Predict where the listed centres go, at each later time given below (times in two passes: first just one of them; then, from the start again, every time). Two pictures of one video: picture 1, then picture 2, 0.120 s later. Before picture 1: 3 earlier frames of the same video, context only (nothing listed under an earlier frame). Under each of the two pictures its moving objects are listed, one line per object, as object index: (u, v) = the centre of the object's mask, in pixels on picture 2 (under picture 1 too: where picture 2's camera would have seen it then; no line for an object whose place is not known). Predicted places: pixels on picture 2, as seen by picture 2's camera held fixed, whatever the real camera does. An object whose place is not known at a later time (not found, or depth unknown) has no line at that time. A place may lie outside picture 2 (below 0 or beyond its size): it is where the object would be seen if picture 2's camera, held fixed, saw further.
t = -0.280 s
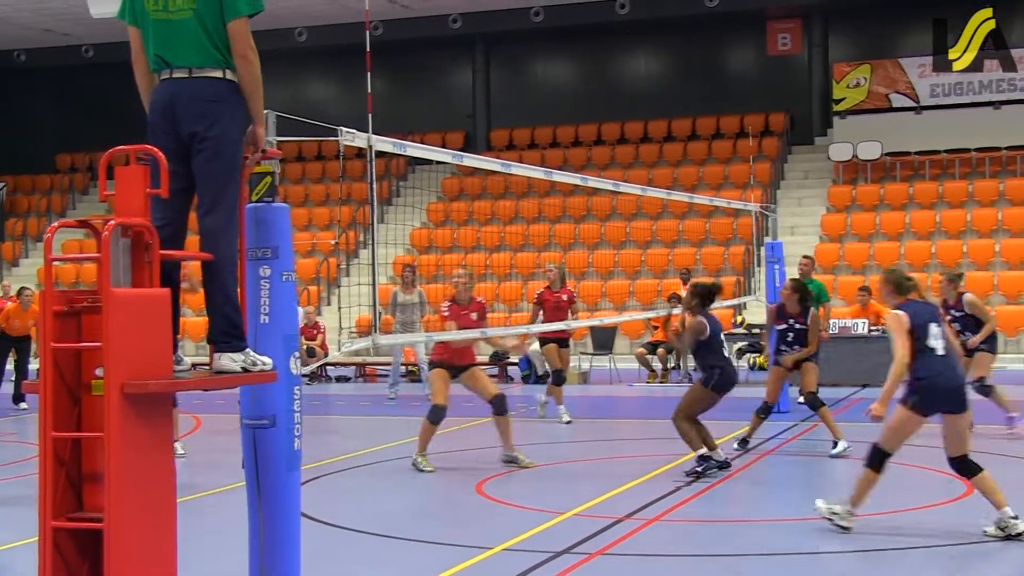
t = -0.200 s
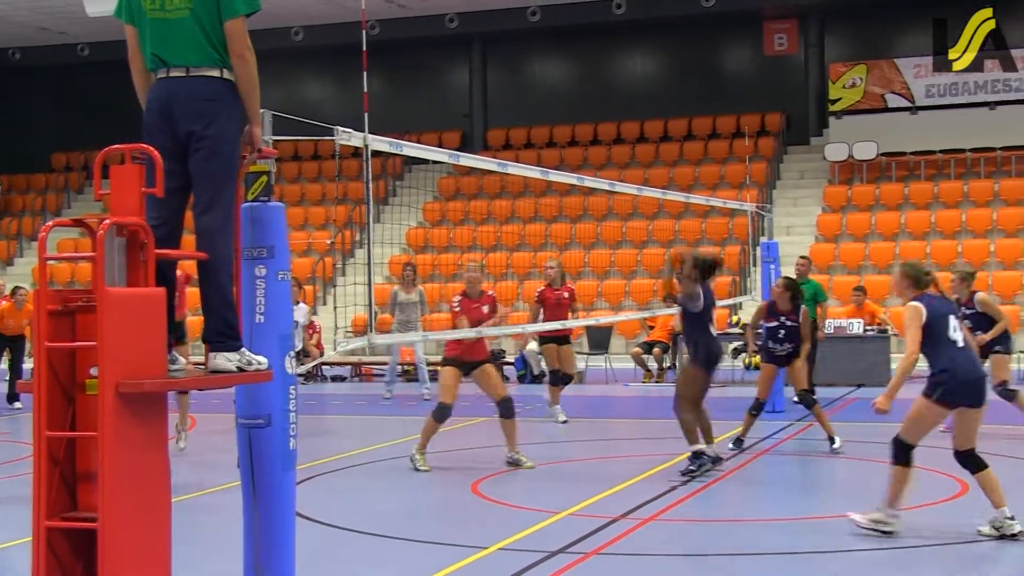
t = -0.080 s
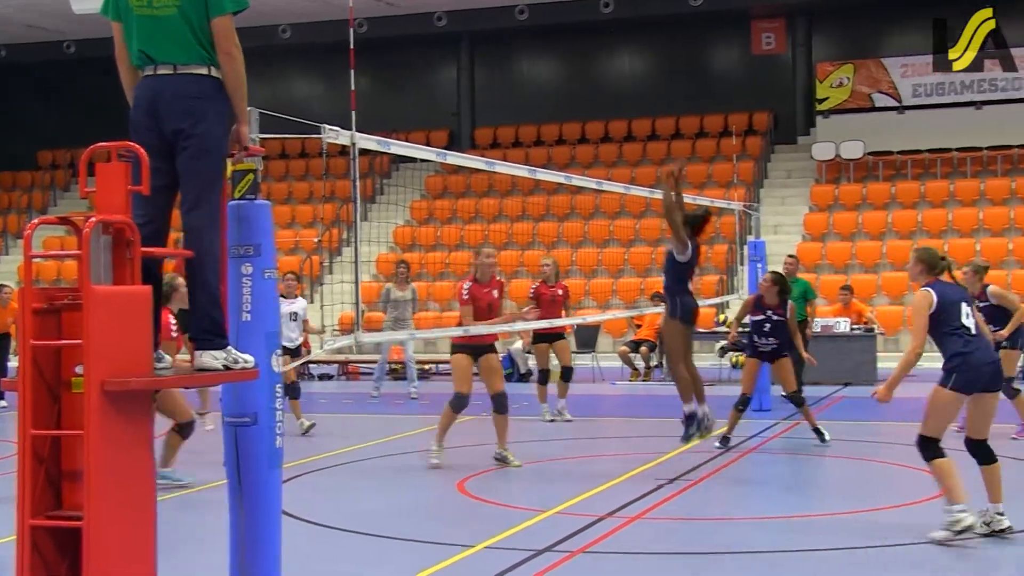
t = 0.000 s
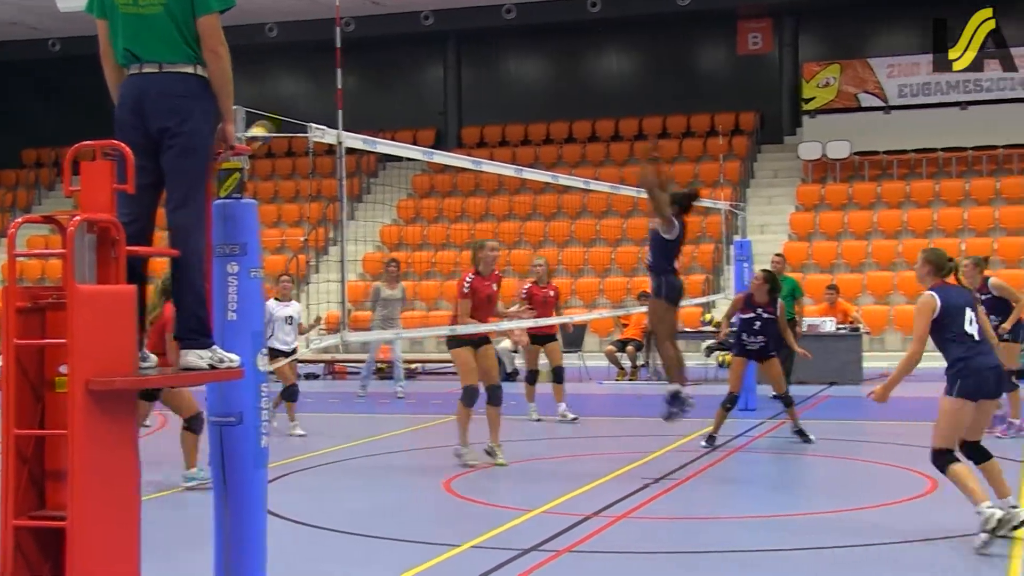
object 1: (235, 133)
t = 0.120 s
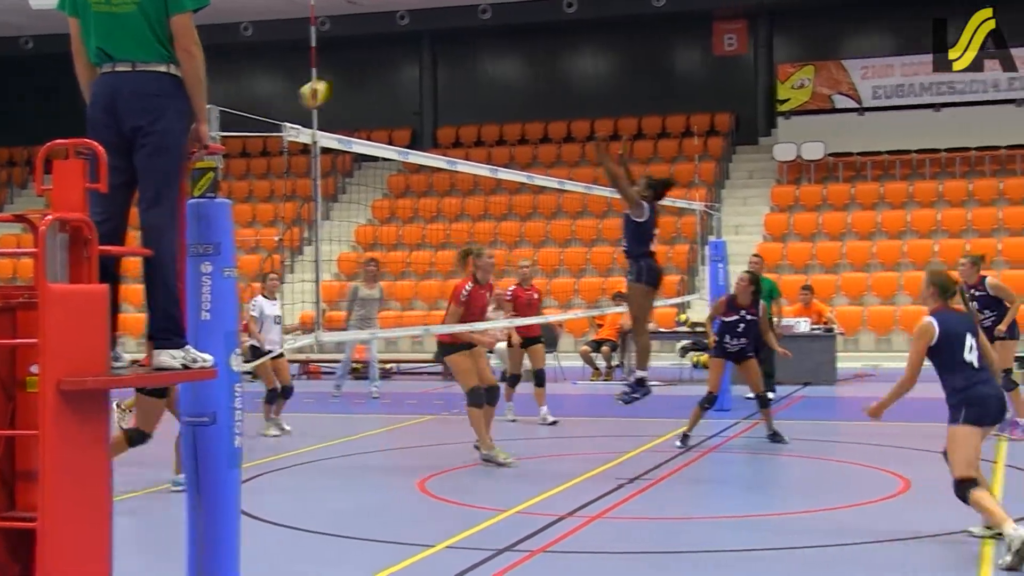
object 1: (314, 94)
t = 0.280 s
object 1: (426, 65)
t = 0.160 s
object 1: (342, 84)
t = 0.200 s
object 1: (371, 75)
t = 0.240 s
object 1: (398, 69)
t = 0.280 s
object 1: (426, 65)
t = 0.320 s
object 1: (459, 63)
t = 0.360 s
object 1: (484, 61)
